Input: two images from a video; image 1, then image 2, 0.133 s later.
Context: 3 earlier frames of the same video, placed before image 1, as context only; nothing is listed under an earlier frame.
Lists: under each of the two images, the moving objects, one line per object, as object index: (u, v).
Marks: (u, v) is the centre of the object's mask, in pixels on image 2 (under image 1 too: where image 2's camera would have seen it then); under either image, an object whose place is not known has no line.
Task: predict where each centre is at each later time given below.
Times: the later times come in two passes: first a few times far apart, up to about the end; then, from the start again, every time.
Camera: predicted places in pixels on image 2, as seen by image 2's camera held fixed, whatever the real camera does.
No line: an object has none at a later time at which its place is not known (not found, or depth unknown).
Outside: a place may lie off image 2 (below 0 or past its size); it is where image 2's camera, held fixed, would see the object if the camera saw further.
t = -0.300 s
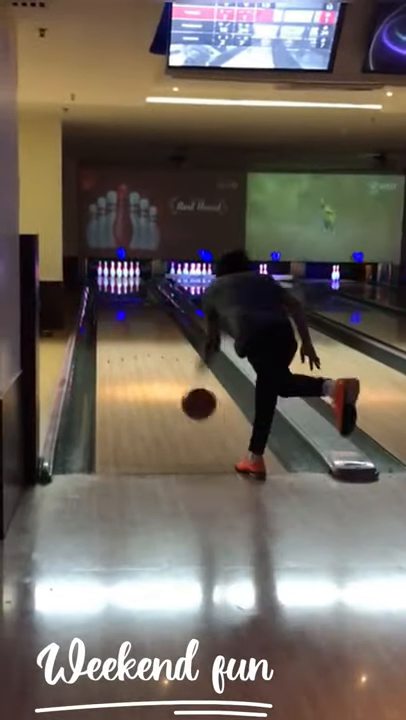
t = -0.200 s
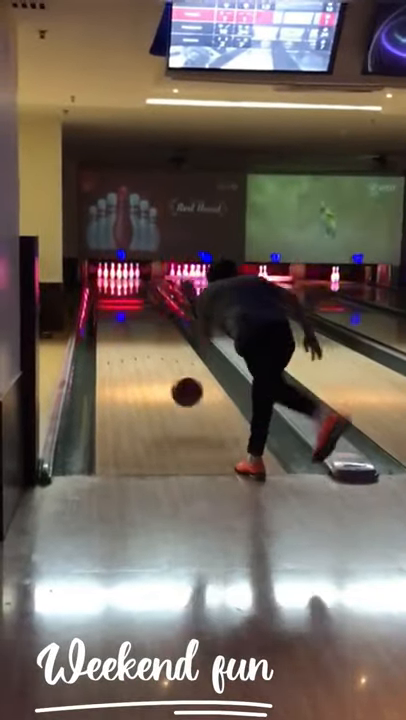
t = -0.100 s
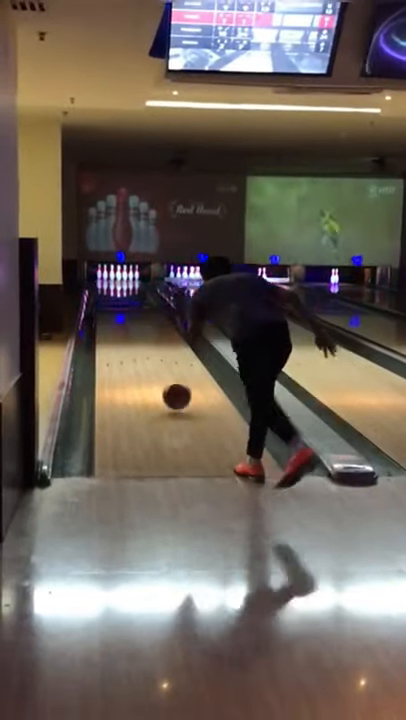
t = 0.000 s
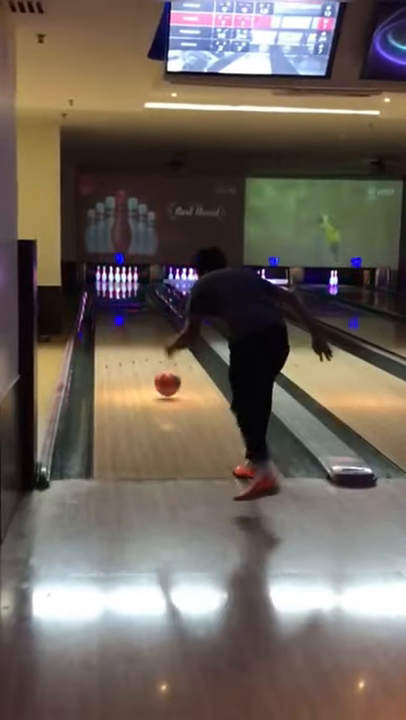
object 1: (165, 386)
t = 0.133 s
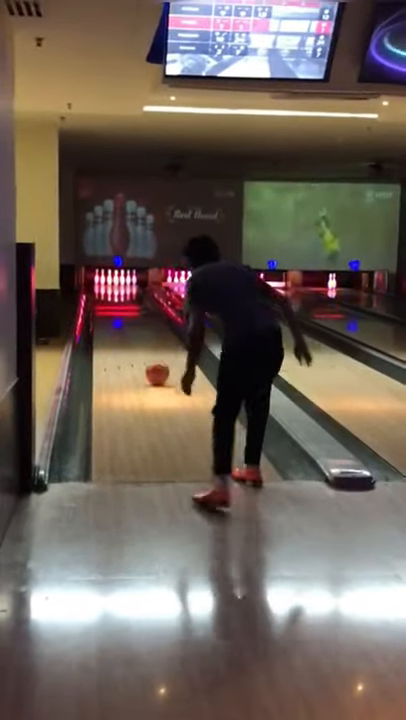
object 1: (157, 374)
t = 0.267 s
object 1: (150, 360)
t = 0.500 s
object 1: (141, 343)
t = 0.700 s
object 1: (134, 334)
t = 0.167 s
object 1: (155, 370)
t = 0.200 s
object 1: (153, 368)
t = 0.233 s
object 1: (152, 365)
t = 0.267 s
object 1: (150, 360)
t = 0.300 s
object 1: (149, 358)
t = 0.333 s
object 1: (147, 354)
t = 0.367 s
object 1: (145, 352)
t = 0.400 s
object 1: (144, 350)
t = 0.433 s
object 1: (143, 347)
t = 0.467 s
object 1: (142, 345)
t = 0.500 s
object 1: (141, 343)
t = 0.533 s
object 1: (139, 341)
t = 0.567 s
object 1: (138, 339)
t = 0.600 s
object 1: (137, 339)
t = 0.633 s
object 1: (135, 336)
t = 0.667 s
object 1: (134, 335)
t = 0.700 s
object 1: (134, 334)
